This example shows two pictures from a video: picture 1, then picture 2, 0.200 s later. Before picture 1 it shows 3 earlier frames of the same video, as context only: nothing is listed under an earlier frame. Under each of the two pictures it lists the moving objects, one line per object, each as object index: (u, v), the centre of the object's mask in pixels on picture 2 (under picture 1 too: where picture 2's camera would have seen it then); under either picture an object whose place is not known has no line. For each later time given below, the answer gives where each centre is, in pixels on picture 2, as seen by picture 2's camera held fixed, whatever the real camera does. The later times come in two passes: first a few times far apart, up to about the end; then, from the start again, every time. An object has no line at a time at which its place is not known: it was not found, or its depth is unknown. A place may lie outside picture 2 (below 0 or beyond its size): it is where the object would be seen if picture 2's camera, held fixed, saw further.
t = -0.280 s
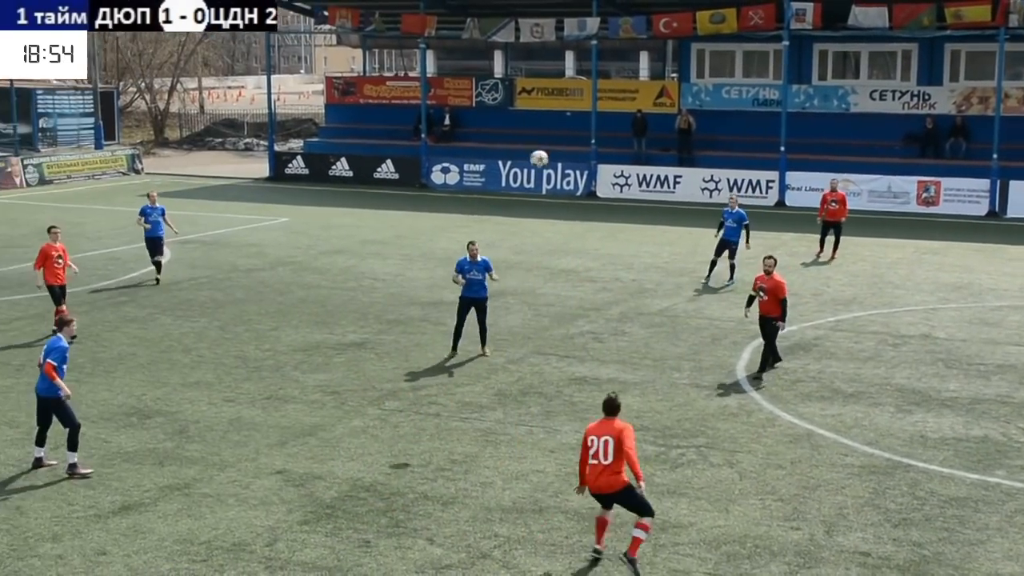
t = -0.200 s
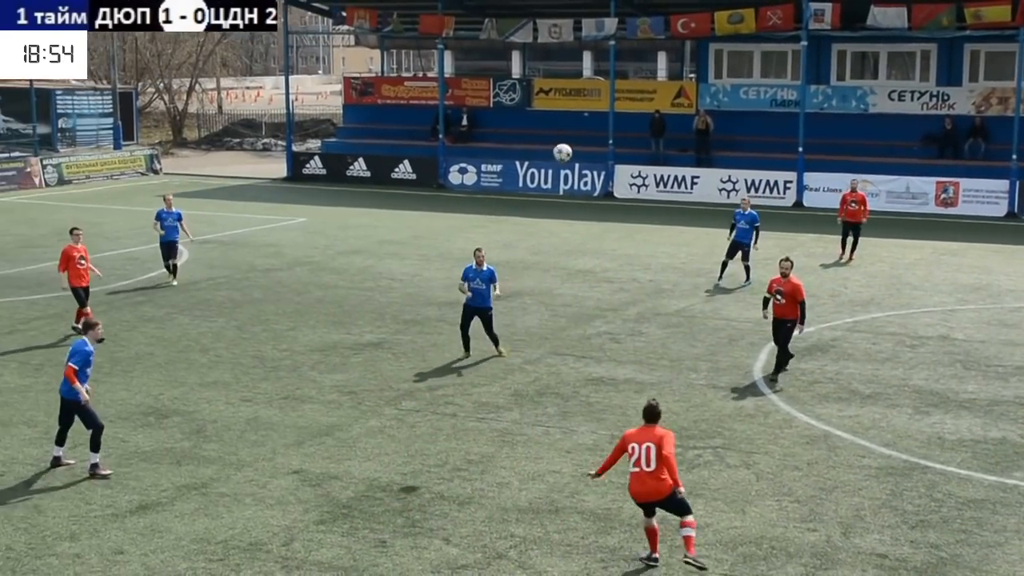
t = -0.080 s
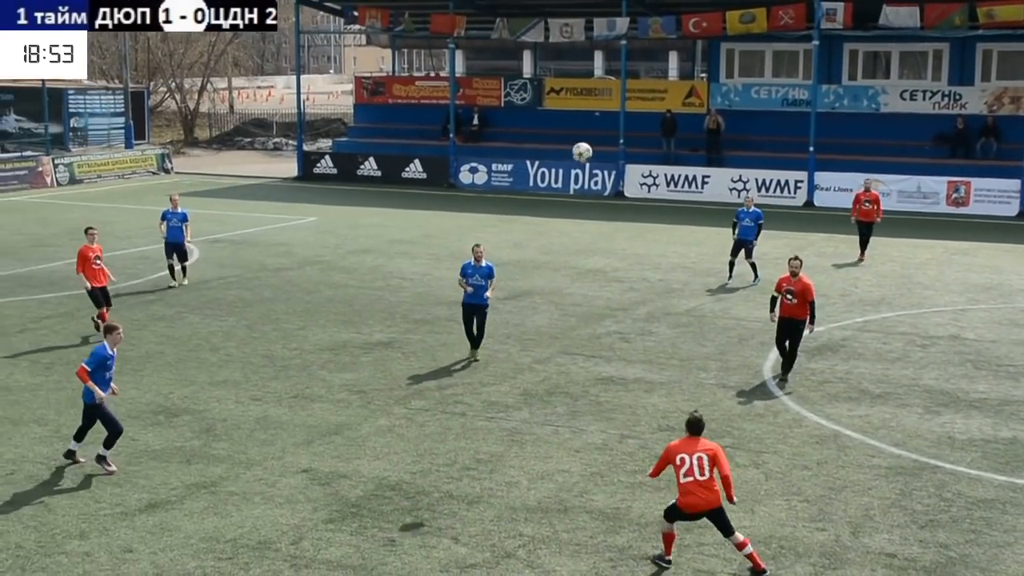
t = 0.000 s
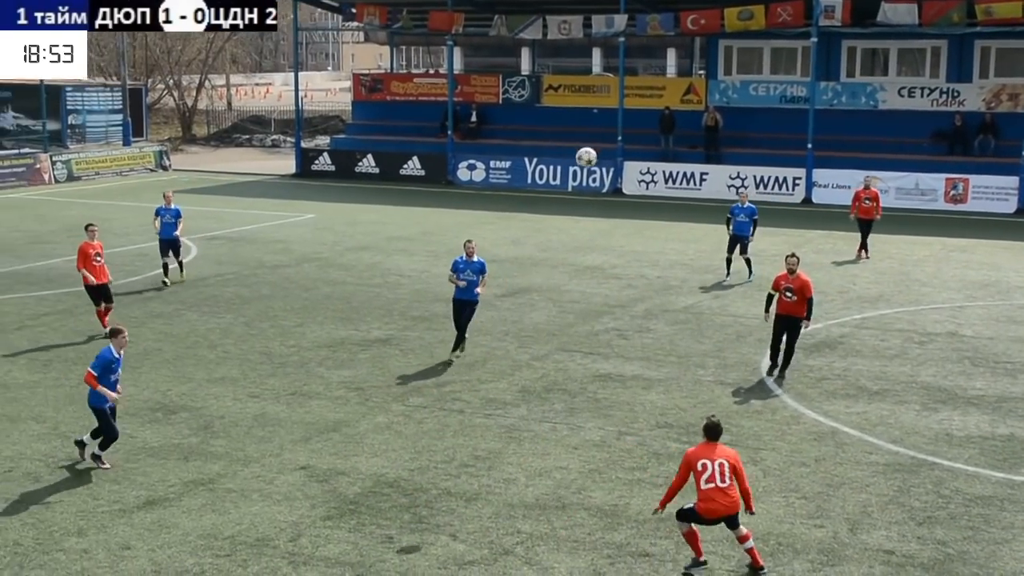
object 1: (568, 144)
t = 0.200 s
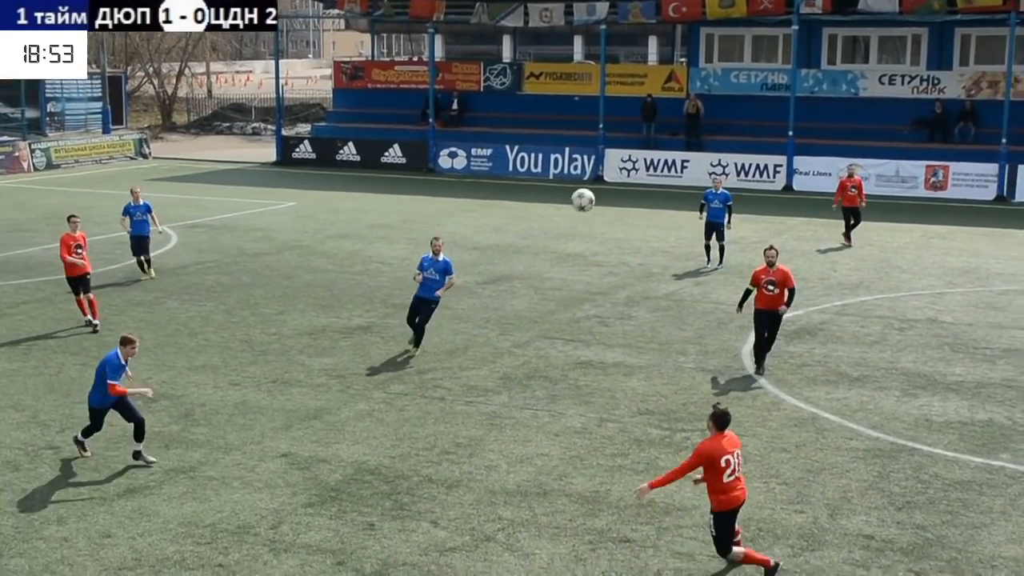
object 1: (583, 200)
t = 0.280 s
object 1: (589, 239)
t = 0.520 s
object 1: (608, 432)
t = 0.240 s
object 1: (586, 218)
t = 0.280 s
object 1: (589, 239)
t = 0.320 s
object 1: (592, 263)
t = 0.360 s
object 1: (595, 289)
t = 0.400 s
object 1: (598, 318)
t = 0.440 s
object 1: (602, 352)
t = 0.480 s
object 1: (605, 389)
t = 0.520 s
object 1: (608, 432)
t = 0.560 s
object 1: (611, 478)
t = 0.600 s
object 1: (614, 529)
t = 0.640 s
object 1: (618, 585)
